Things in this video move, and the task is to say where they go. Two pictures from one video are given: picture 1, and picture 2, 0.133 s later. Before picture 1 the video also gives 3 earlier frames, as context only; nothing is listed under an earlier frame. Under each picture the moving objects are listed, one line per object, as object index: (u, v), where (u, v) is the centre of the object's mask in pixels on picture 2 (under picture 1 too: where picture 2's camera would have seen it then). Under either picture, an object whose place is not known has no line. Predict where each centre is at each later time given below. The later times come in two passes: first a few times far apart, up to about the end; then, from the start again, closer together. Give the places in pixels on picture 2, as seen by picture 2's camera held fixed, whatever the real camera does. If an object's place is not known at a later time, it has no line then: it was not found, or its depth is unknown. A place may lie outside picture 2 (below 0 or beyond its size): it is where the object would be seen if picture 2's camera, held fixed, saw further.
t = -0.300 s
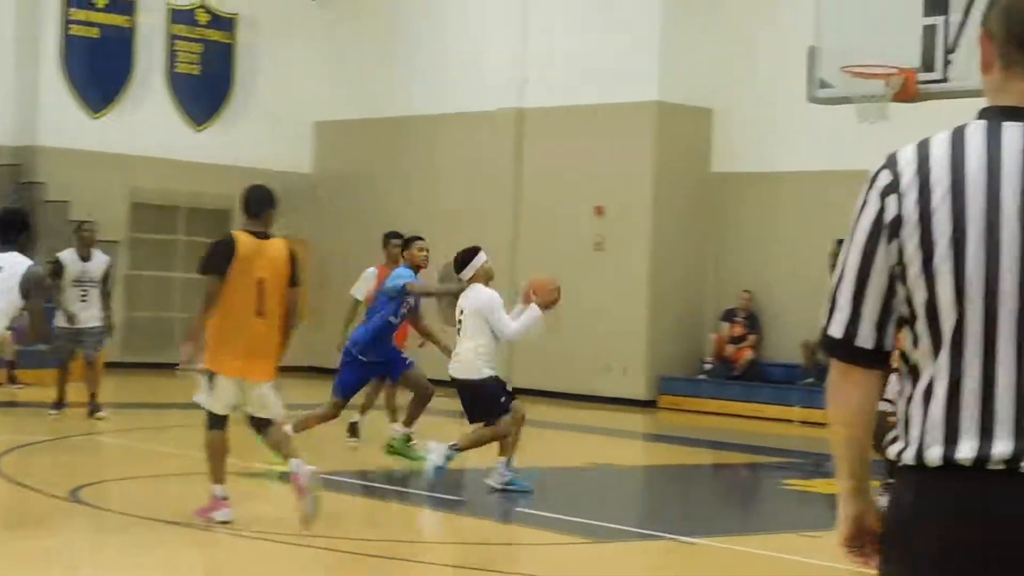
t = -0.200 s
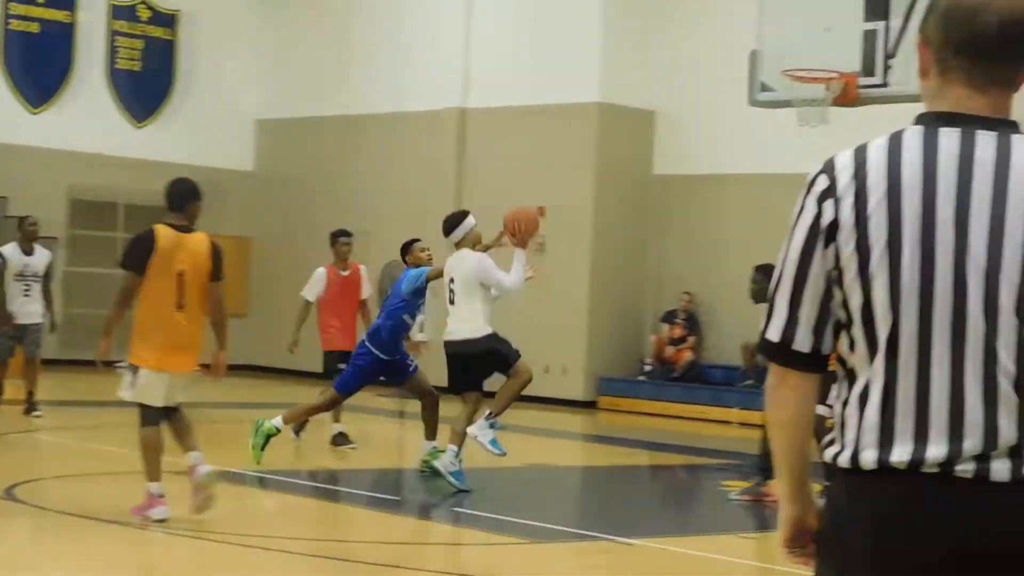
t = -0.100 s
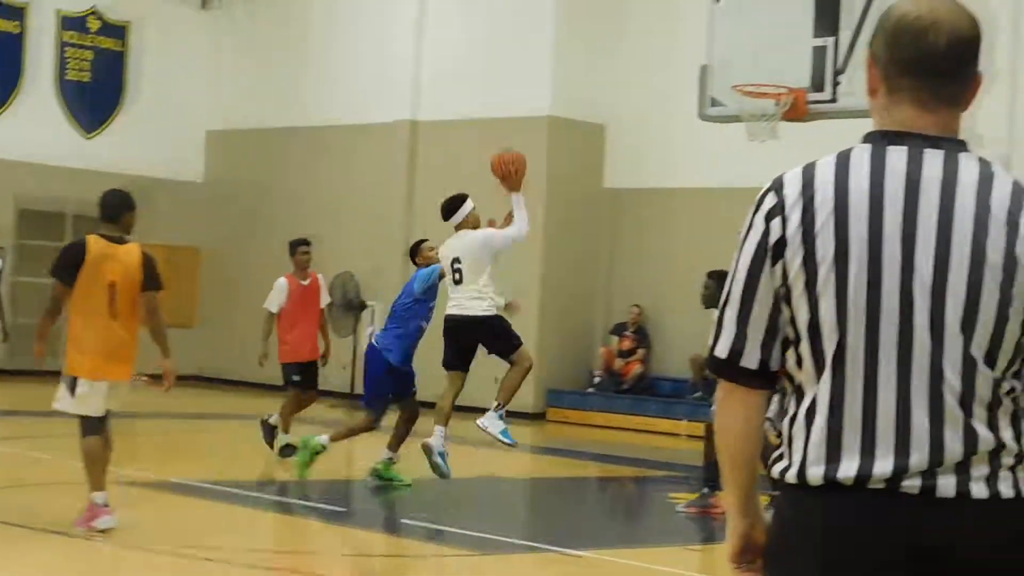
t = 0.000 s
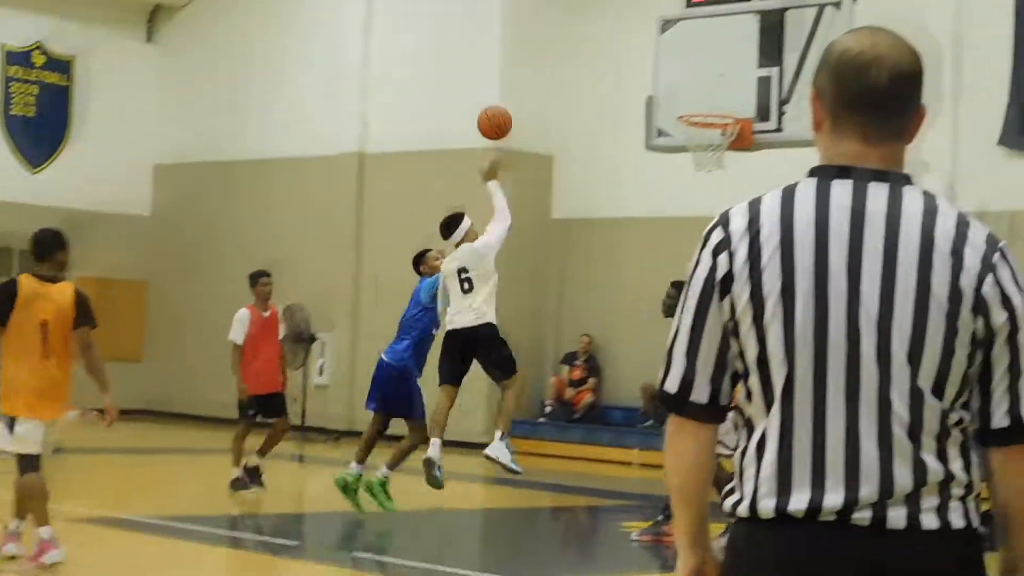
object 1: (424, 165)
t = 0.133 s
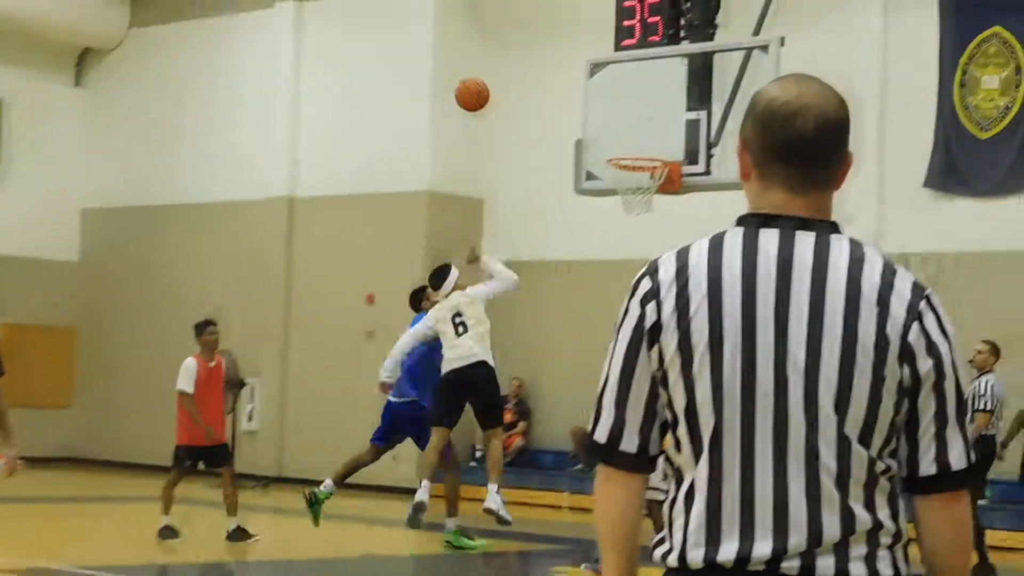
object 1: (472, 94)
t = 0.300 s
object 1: (528, 43)
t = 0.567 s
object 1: (605, 42)
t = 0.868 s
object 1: (636, 123)
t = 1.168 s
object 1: (669, 124)
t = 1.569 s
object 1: (744, 240)
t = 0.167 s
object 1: (484, 81)
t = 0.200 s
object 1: (495, 69)
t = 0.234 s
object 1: (506, 59)
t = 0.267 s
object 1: (517, 51)
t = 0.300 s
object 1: (528, 43)
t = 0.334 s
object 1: (538, 38)
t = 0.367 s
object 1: (548, 34)
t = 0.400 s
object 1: (558, 32)
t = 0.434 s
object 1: (568, 31)
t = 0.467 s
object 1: (578, 31)
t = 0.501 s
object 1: (588, 33)
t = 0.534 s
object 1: (597, 36)
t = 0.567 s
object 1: (605, 42)
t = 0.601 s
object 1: (615, 49)
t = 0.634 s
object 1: (623, 56)
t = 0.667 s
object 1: (632, 66)
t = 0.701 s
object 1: (641, 76)
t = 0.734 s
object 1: (649, 87)
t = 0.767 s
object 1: (653, 98)
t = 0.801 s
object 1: (648, 104)
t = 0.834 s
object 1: (642, 113)
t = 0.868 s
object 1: (636, 123)
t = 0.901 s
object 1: (629, 135)
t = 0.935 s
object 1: (623, 145)
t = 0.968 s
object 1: (628, 141)
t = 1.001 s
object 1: (636, 135)
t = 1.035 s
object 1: (642, 130)
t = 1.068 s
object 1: (649, 126)
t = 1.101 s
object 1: (655, 125)
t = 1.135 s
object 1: (662, 123)
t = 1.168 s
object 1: (669, 124)
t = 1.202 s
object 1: (675, 127)
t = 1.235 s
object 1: (681, 131)
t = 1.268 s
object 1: (687, 135)
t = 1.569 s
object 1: (744, 240)
